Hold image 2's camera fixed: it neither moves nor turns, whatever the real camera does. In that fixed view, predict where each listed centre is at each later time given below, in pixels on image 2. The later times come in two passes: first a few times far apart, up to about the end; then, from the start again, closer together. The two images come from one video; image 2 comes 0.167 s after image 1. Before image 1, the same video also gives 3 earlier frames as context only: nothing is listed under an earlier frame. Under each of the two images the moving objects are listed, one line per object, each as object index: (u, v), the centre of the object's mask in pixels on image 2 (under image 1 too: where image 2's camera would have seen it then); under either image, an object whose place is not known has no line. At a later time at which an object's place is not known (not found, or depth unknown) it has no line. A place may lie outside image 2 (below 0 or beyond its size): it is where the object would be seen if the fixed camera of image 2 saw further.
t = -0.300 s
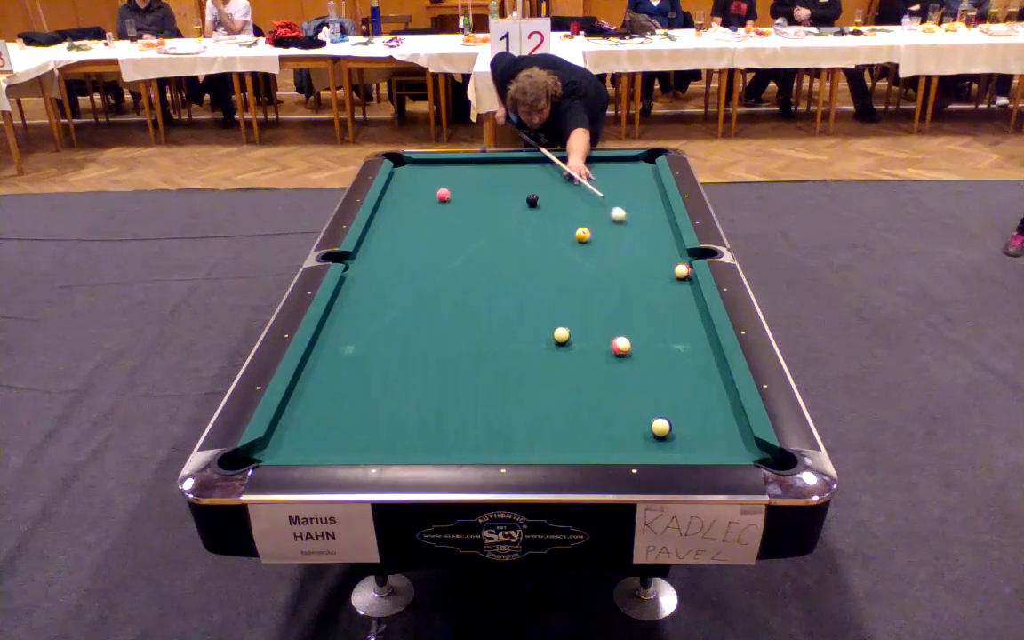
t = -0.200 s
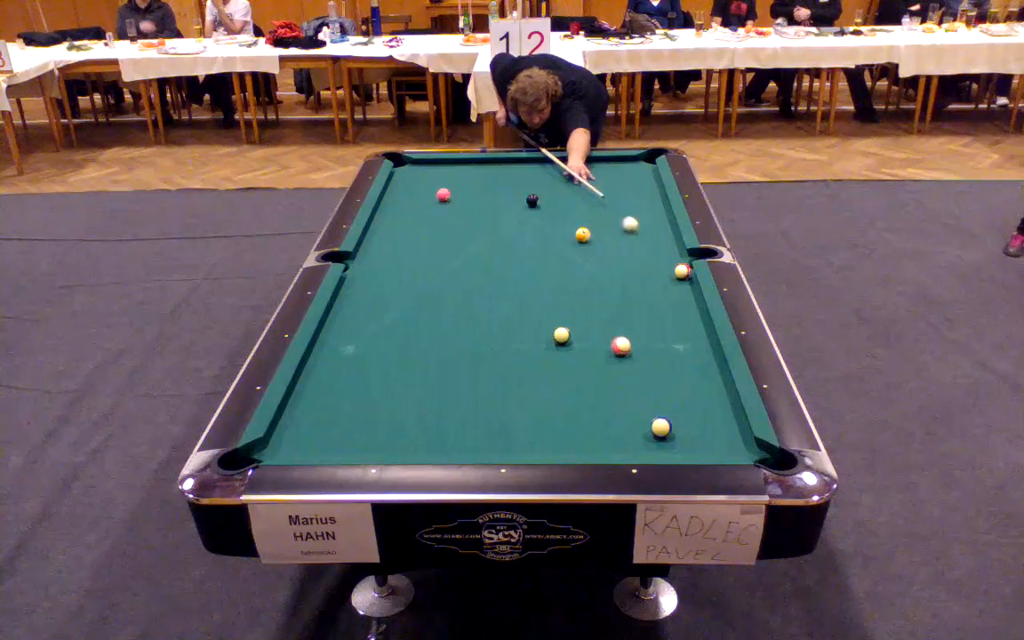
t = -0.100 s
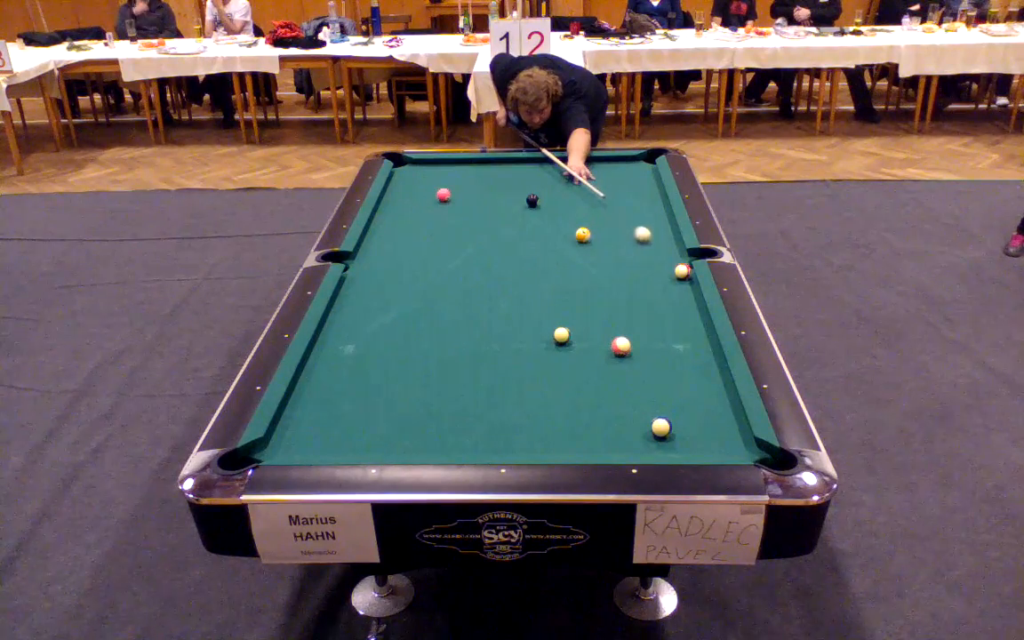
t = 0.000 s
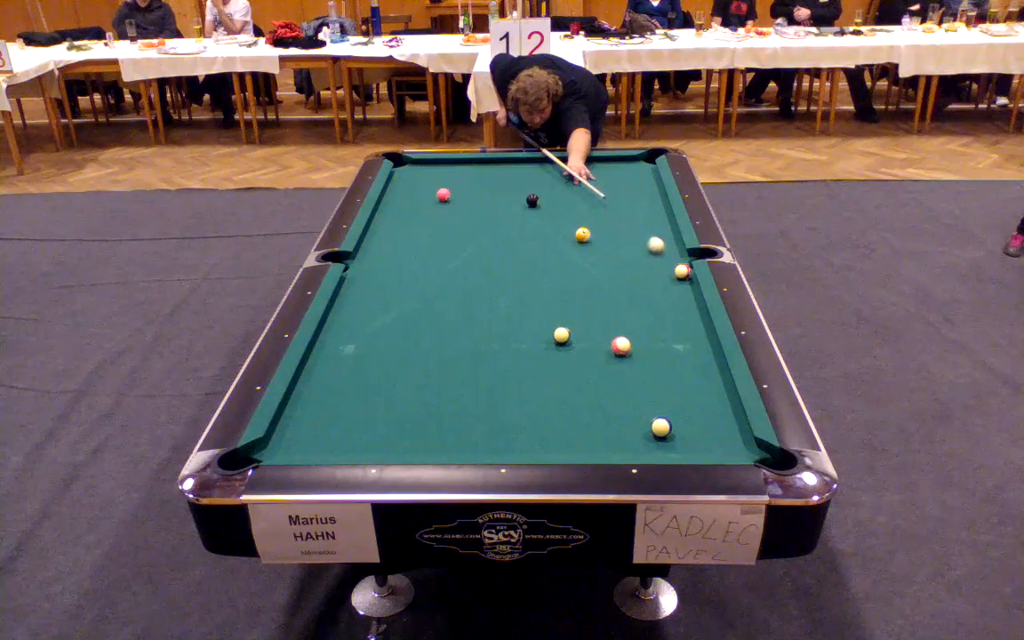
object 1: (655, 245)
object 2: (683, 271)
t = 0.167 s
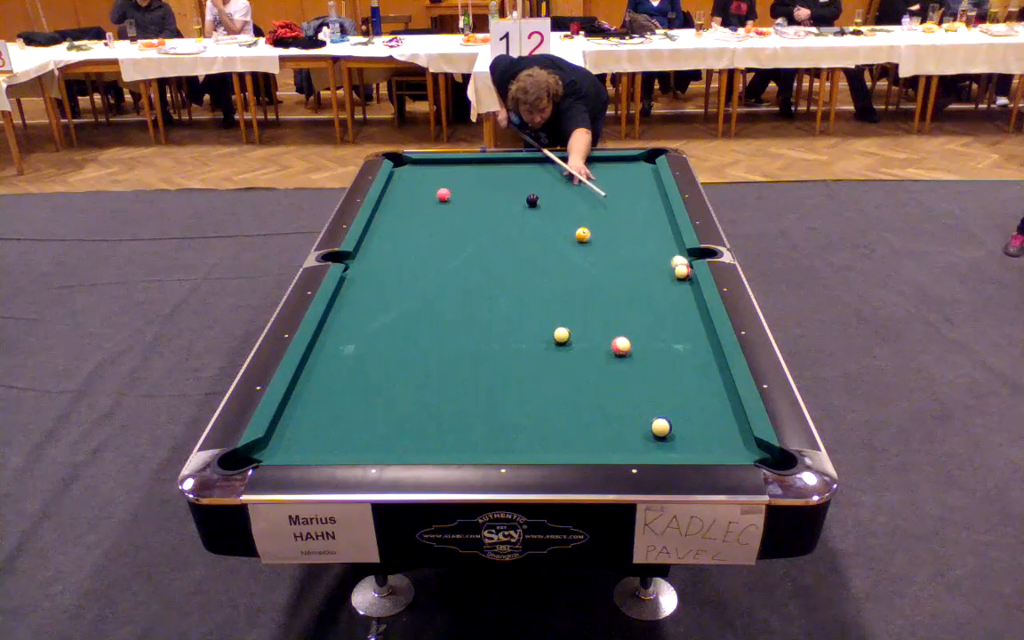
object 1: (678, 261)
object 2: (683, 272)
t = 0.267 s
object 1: (681, 265)
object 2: (686, 281)
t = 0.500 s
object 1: (674, 271)
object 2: (692, 302)
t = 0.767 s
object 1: (668, 276)
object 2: (701, 325)
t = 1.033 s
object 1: (662, 281)
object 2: (709, 350)
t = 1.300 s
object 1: (656, 285)
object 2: (719, 377)
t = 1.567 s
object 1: (651, 288)
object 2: (730, 406)
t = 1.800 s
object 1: (647, 291)
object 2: (739, 432)
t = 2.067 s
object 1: (645, 293)
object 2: (754, 459)
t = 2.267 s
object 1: (643, 294)
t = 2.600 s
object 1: (641, 295)
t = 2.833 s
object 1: (640, 295)
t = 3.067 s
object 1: (641, 295)
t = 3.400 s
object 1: (641, 295)
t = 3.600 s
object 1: (641, 295)
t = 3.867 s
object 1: (641, 295)
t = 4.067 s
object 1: (640, 295)
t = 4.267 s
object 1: (641, 295)
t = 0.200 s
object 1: (683, 263)
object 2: (683, 274)
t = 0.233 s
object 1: (683, 264)
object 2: (684, 277)
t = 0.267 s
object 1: (681, 265)
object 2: (686, 281)
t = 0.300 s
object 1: (680, 266)
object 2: (687, 284)
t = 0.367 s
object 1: (678, 268)
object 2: (689, 290)
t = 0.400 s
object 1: (677, 269)
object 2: (690, 293)
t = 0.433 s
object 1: (676, 269)
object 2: (690, 296)
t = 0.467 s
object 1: (675, 270)
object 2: (692, 299)
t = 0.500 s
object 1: (674, 271)
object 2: (692, 302)
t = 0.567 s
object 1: (673, 272)
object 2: (695, 307)
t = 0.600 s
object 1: (672, 273)
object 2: (696, 310)
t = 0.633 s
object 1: (671, 274)
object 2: (697, 313)
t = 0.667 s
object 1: (670, 274)
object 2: (698, 316)
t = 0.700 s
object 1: (669, 275)
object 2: (699, 319)
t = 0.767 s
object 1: (668, 276)
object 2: (701, 325)
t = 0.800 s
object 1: (667, 277)
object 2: (702, 328)
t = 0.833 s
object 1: (666, 277)
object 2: (703, 331)
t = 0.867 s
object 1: (665, 278)
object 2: (704, 334)
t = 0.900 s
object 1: (665, 278)
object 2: (705, 337)
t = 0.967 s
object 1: (663, 280)
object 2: (707, 344)
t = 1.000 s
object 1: (662, 280)
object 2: (709, 347)
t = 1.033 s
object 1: (662, 281)
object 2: (709, 350)
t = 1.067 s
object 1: (661, 281)
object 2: (711, 353)
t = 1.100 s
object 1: (660, 282)
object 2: (712, 357)
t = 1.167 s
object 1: (659, 283)
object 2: (714, 364)
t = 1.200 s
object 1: (658, 284)
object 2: (716, 367)
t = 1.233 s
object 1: (657, 284)
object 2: (716, 370)
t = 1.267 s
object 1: (657, 285)
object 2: (718, 374)
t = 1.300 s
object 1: (656, 285)
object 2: (719, 377)
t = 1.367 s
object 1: (655, 286)
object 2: (722, 384)
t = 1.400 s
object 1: (654, 286)
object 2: (723, 387)
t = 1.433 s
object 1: (654, 287)
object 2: (724, 391)
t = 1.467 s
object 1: (653, 287)
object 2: (725, 395)
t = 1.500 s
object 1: (652, 288)
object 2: (727, 399)
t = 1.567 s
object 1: (651, 288)
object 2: (730, 406)
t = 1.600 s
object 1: (651, 289)
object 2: (731, 410)
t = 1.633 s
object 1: (650, 289)
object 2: (732, 413)
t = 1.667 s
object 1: (649, 289)
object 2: (733, 417)
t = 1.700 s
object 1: (649, 290)
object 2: (734, 420)
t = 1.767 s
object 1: (648, 290)
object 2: (737, 429)
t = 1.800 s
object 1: (647, 291)
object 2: (739, 432)
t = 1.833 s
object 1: (647, 291)
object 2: (740, 436)
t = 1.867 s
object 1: (647, 291)
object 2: (742, 440)
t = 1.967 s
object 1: (646, 292)
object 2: (746, 450)
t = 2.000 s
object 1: (645, 292)
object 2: (747, 453)
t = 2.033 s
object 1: (645, 292)
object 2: (750, 456)
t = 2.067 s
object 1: (645, 293)
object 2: (754, 459)
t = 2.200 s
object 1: (644, 294)
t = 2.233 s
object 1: (644, 294)
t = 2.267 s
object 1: (643, 294)
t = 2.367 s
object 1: (642, 294)
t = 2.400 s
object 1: (642, 295)
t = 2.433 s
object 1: (642, 295)
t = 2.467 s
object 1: (642, 295)
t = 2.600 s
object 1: (641, 295)
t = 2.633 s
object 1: (641, 295)
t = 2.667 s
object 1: (641, 295)
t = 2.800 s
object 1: (640, 295)
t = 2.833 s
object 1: (640, 295)
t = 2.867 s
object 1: (640, 295)
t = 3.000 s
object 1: (640, 295)
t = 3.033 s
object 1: (641, 295)
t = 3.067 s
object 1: (641, 295)
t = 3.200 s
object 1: (641, 295)
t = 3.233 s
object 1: (641, 295)
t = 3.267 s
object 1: (641, 295)
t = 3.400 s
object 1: (641, 295)
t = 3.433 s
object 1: (641, 295)
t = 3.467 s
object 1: (641, 295)
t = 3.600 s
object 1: (641, 295)
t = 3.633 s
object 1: (641, 295)
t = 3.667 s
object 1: (641, 295)
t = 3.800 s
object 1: (640, 295)
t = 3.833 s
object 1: (640, 295)
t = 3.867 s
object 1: (641, 295)
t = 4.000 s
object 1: (641, 295)
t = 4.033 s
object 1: (641, 295)
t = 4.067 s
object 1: (640, 295)
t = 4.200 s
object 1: (641, 295)
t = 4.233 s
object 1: (640, 295)
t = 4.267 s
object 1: (641, 295)
